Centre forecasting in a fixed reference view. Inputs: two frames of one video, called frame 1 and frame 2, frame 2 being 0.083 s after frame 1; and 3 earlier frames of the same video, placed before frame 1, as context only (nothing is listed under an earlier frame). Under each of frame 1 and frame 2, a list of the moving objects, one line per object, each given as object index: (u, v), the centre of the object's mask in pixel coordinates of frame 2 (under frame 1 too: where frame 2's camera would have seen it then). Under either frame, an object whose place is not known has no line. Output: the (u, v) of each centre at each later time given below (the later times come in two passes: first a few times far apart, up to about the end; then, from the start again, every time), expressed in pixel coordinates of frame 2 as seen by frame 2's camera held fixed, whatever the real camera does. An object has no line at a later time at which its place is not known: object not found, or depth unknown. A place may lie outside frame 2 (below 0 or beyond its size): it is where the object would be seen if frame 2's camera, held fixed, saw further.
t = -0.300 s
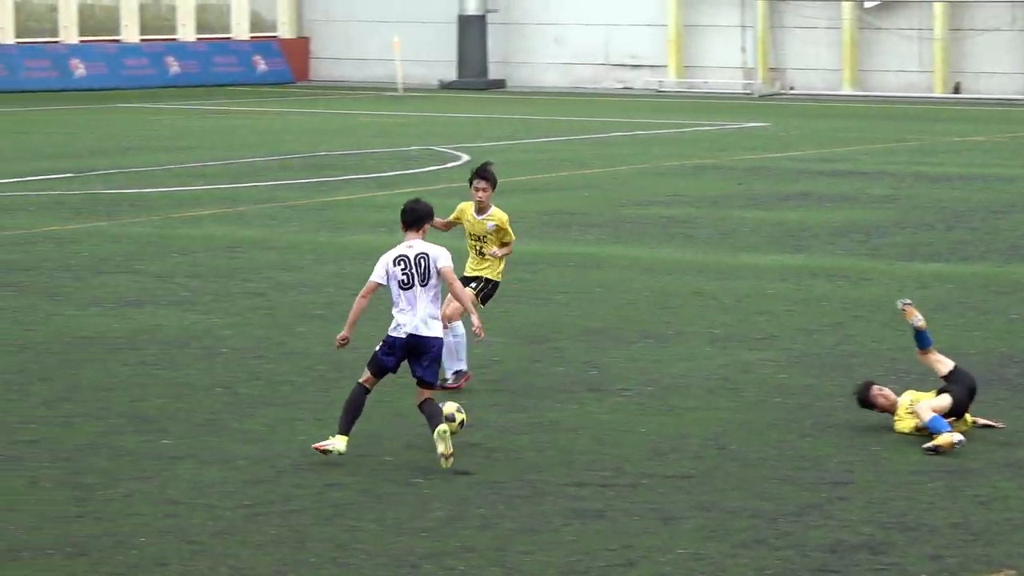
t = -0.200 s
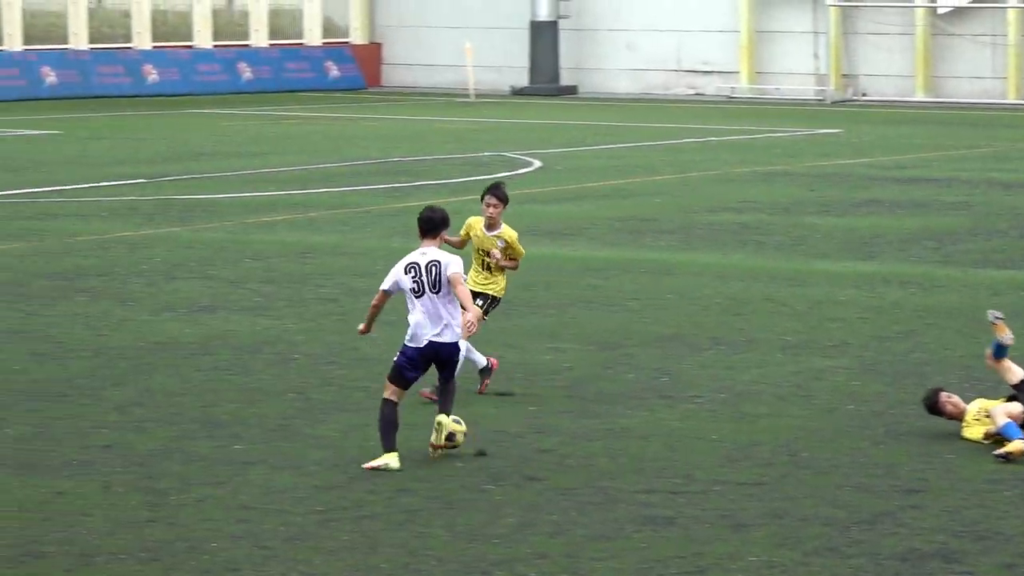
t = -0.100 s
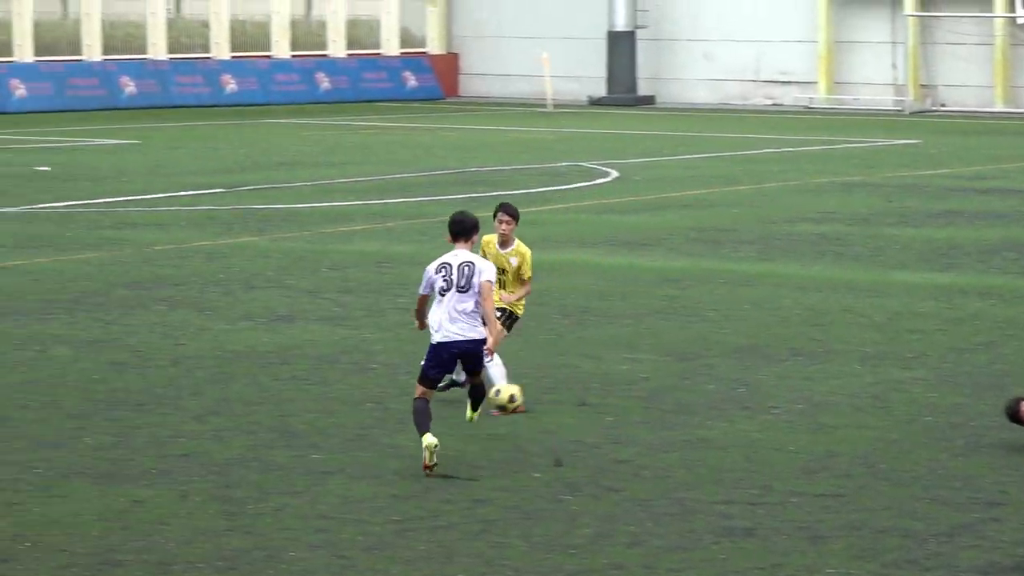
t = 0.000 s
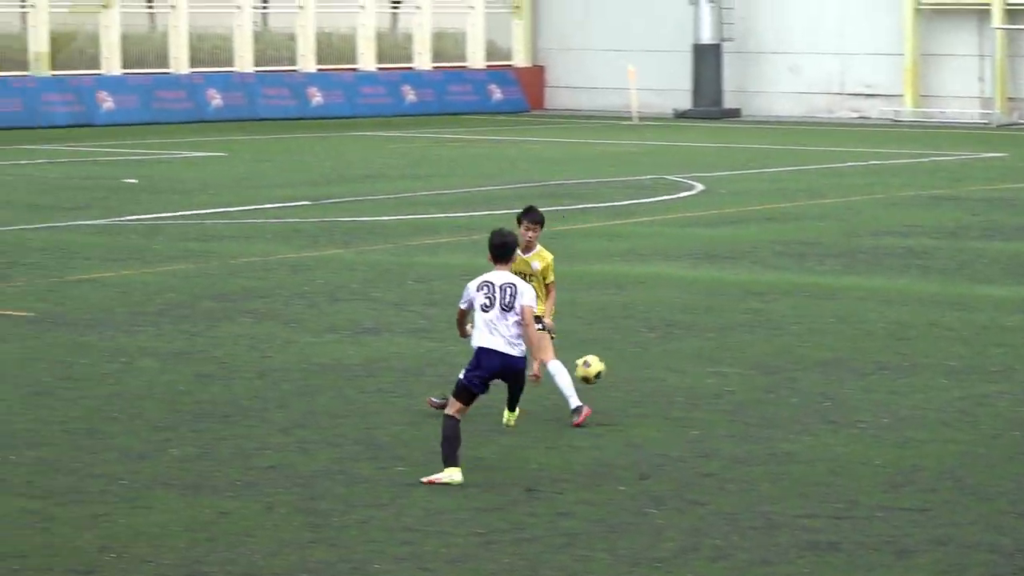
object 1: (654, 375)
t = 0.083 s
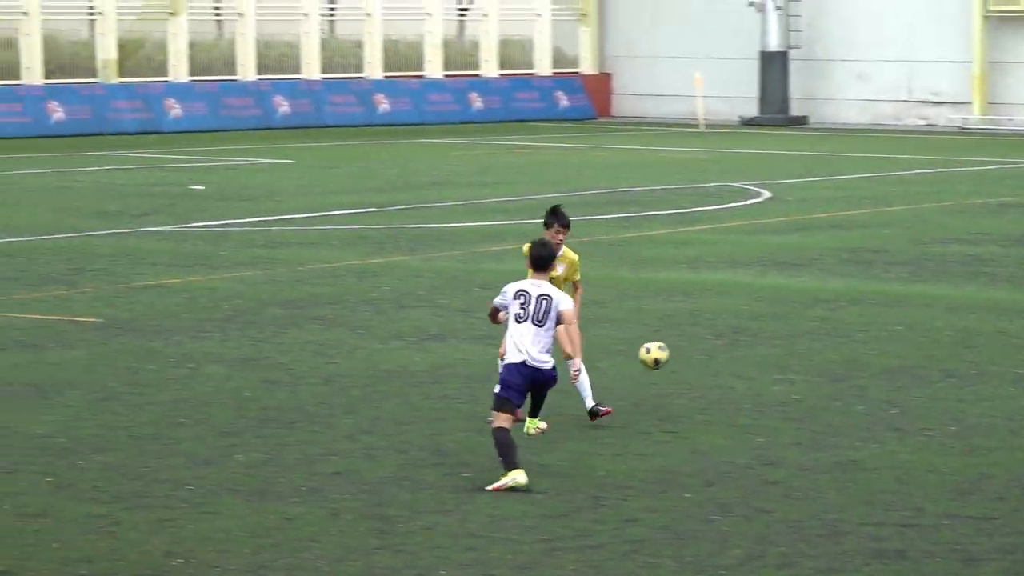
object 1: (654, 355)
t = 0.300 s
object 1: (655, 343)
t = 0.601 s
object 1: (652, 293)
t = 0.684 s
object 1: (651, 296)
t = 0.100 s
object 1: (653, 352)
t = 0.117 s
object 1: (653, 350)
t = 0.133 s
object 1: (654, 348)
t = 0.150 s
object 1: (654, 346)
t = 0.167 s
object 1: (654, 345)
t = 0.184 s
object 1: (654, 344)
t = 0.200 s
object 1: (654, 343)
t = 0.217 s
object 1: (654, 342)
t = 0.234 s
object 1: (655, 342)
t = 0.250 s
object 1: (656, 342)
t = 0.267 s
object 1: (655, 342)
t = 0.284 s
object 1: (655, 342)
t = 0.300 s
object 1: (655, 343)
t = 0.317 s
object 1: (656, 344)
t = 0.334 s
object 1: (655, 342)
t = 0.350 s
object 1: (655, 336)
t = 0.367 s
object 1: (655, 331)
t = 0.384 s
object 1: (654, 326)
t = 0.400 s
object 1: (654, 321)
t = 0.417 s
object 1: (654, 317)
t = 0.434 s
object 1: (654, 313)
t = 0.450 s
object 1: (654, 309)
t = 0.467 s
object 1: (654, 306)
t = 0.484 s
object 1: (654, 303)
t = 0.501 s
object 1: (654, 301)
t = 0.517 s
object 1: (654, 299)
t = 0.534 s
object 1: (653, 297)
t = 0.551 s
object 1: (653, 296)
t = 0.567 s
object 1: (652, 295)
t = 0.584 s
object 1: (652, 294)
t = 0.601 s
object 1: (652, 293)
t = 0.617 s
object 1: (651, 293)
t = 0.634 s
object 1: (651, 293)
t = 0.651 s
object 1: (651, 294)
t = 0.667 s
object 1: (651, 294)
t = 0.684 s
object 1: (651, 296)
